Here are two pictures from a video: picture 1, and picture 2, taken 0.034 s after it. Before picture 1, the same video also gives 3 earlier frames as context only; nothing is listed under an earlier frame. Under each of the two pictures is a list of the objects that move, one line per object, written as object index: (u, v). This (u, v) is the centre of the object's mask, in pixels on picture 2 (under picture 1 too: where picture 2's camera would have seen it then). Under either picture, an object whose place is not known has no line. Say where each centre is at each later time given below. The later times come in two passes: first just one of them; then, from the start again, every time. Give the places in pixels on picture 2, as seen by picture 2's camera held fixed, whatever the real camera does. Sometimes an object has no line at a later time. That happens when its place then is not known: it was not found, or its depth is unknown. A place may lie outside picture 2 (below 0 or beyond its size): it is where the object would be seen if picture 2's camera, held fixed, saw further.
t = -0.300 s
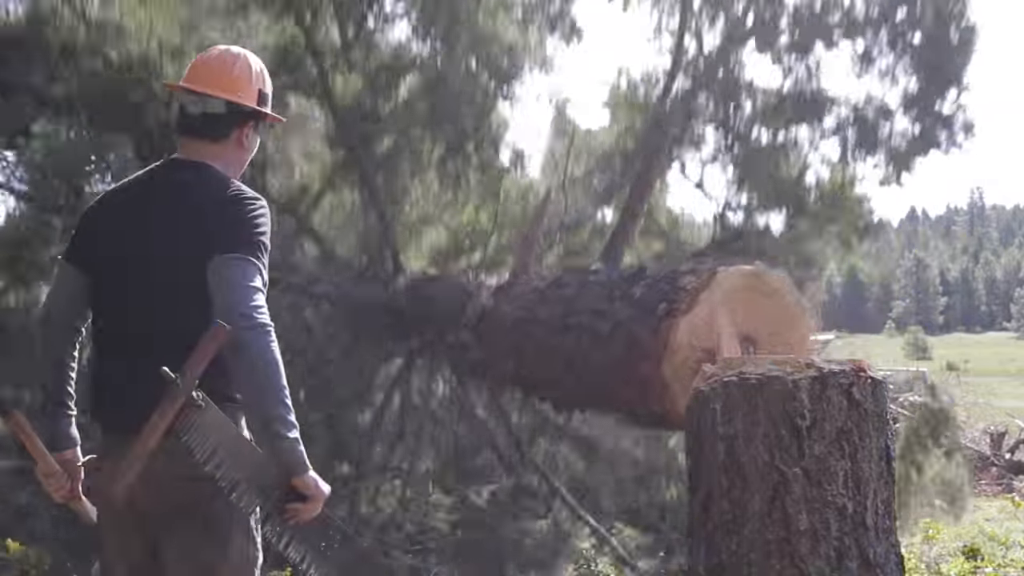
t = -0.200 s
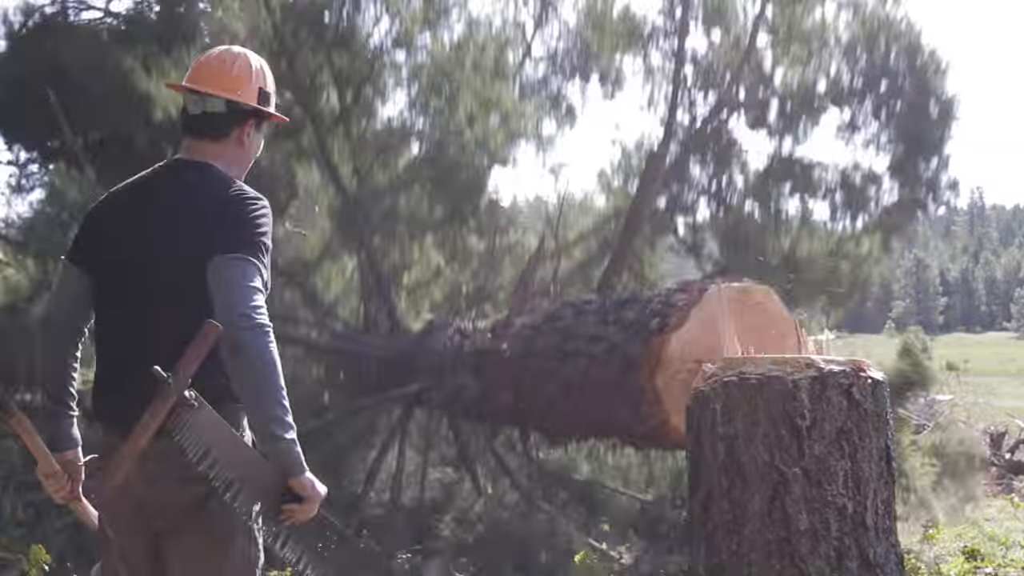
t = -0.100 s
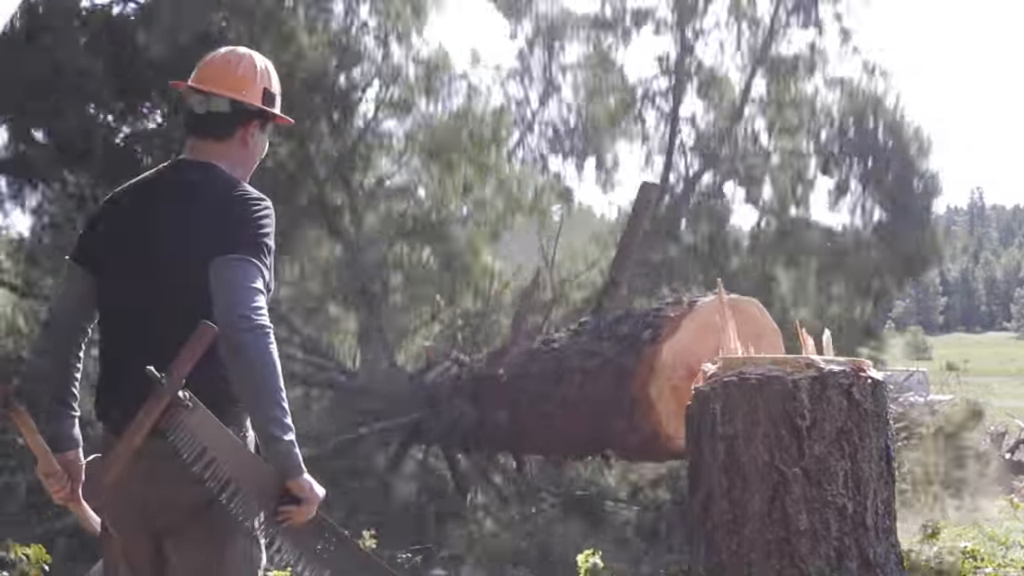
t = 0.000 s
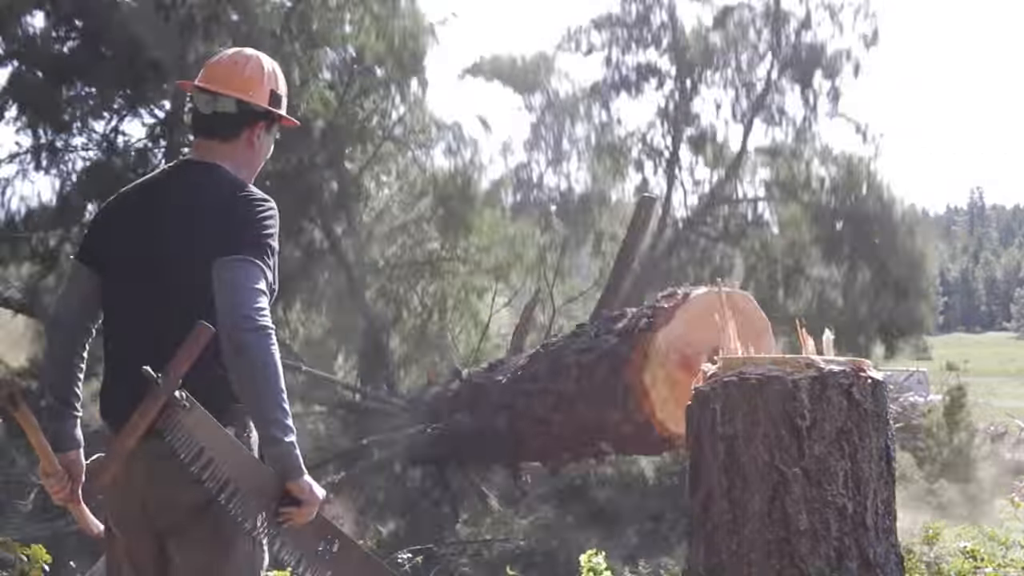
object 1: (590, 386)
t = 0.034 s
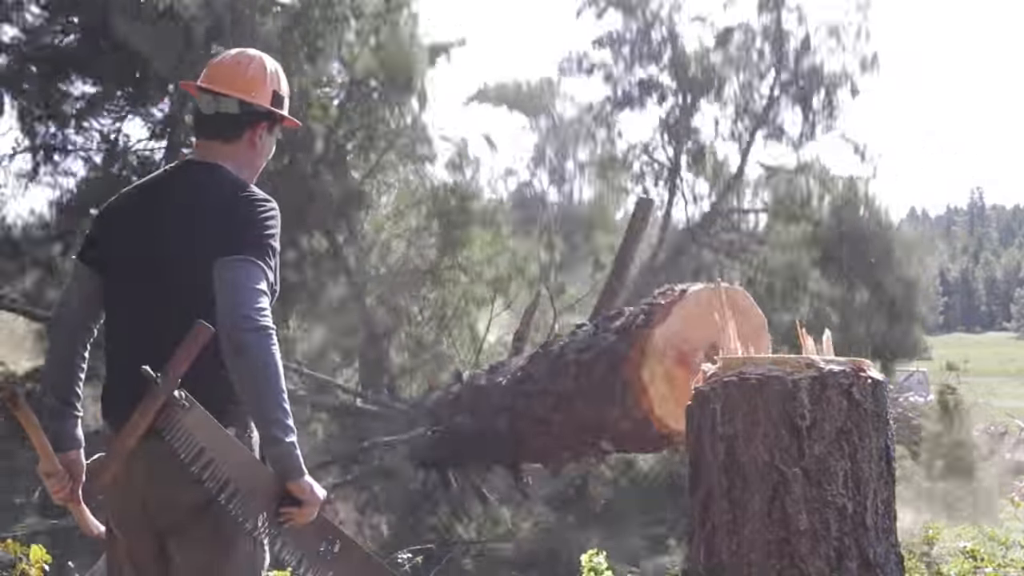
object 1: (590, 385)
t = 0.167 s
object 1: (579, 413)
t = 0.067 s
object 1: (588, 386)
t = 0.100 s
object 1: (582, 394)
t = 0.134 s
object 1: (585, 399)
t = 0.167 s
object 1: (579, 413)
